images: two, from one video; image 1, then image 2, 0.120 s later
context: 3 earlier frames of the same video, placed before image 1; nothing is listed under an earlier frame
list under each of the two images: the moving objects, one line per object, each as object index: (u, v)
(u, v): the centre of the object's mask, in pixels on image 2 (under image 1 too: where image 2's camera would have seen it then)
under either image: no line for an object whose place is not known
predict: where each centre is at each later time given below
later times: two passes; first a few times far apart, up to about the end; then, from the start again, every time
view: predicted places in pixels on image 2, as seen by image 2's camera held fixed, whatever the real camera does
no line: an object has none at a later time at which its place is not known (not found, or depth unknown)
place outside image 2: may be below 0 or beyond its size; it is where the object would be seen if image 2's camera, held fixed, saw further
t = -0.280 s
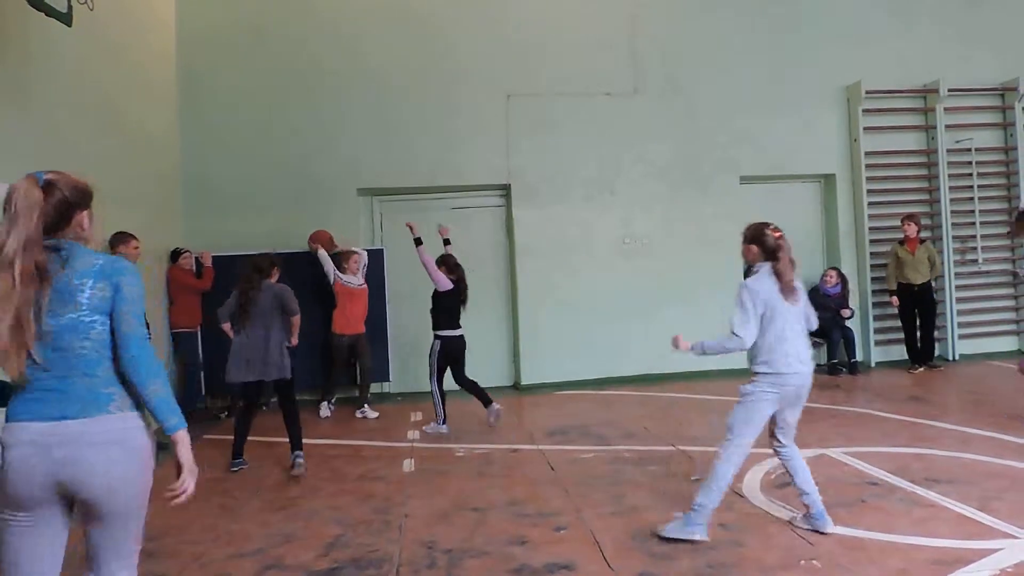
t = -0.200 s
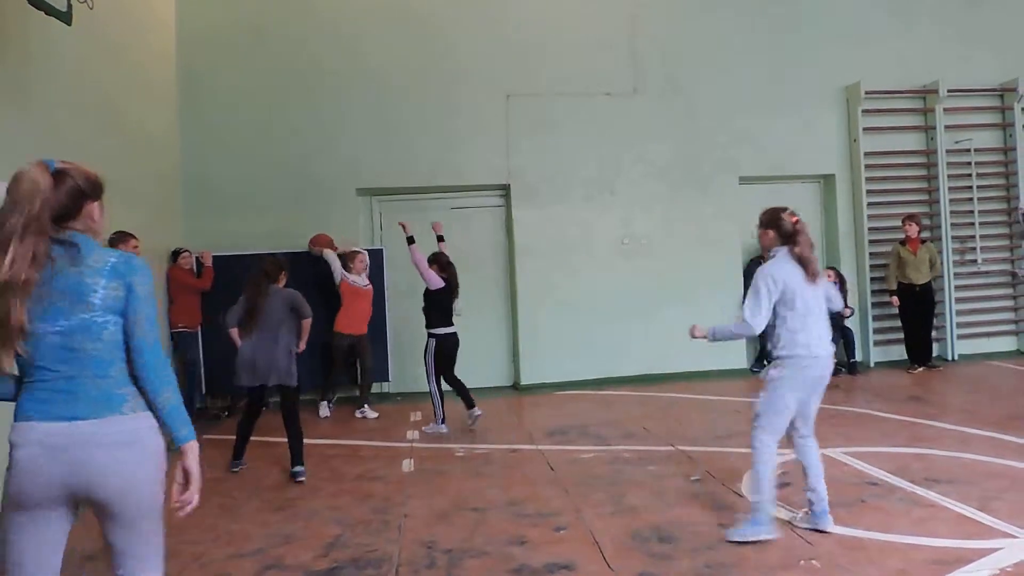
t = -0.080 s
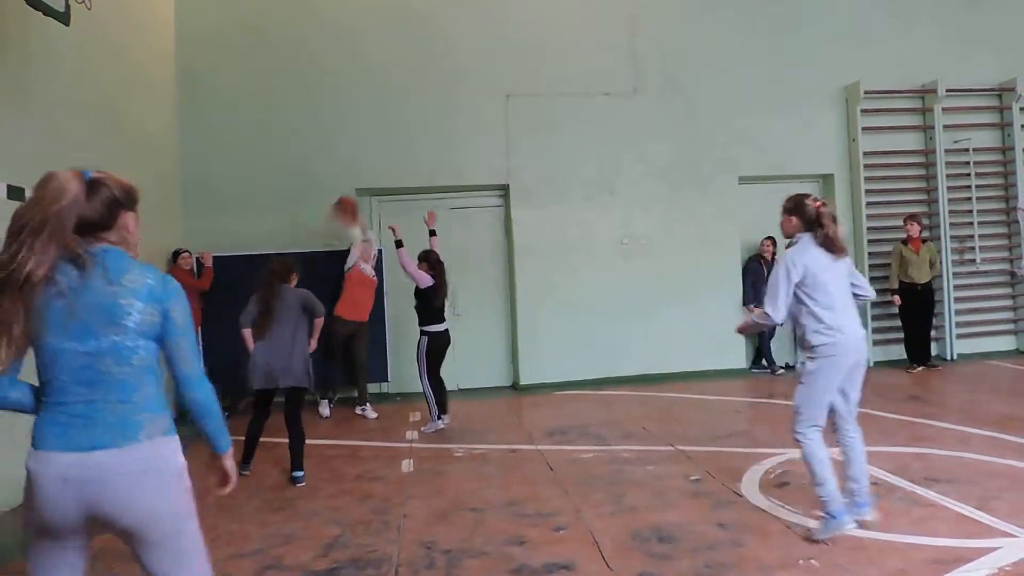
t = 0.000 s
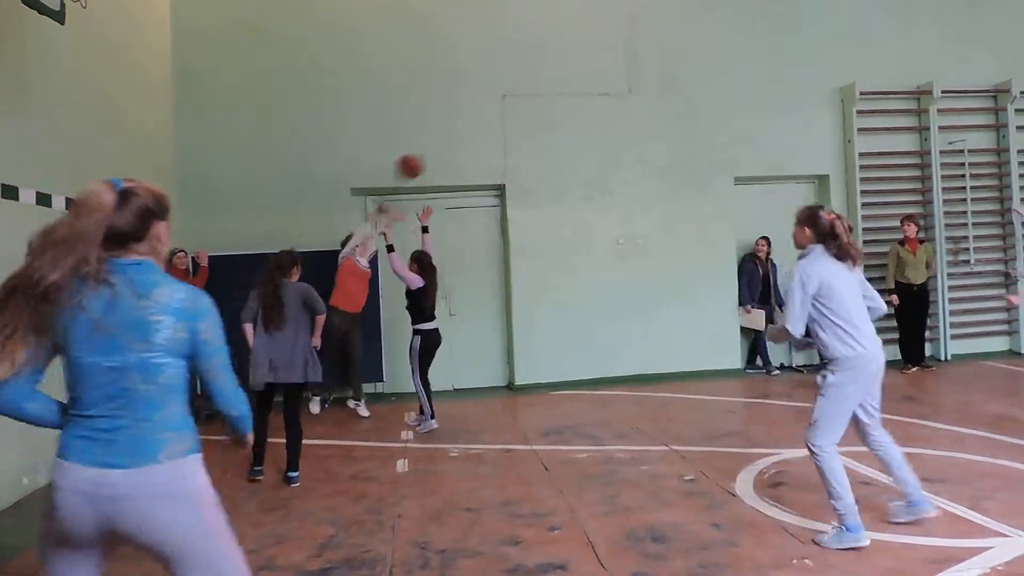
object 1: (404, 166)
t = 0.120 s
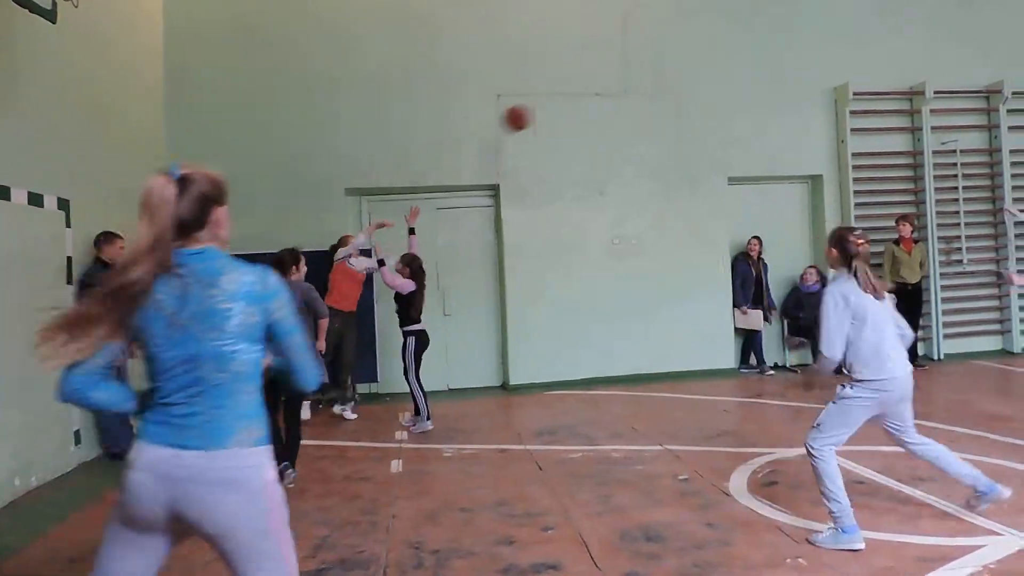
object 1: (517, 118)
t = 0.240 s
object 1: (635, 84)
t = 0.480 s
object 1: (871, 60)
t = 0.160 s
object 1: (556, 105)
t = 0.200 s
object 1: (594, 94)
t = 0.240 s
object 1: (635, 84)
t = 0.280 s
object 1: (674, 77)
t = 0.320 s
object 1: (712, 70)
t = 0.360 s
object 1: (752, 65)
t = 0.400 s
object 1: (791, 62)
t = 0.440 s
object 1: (831, 60)
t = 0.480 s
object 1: (871, 60)
